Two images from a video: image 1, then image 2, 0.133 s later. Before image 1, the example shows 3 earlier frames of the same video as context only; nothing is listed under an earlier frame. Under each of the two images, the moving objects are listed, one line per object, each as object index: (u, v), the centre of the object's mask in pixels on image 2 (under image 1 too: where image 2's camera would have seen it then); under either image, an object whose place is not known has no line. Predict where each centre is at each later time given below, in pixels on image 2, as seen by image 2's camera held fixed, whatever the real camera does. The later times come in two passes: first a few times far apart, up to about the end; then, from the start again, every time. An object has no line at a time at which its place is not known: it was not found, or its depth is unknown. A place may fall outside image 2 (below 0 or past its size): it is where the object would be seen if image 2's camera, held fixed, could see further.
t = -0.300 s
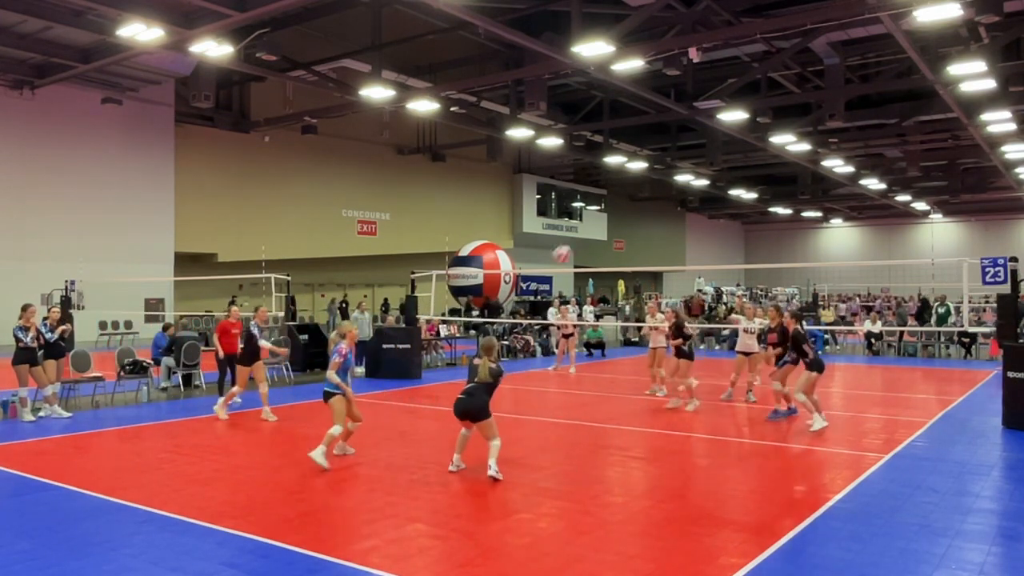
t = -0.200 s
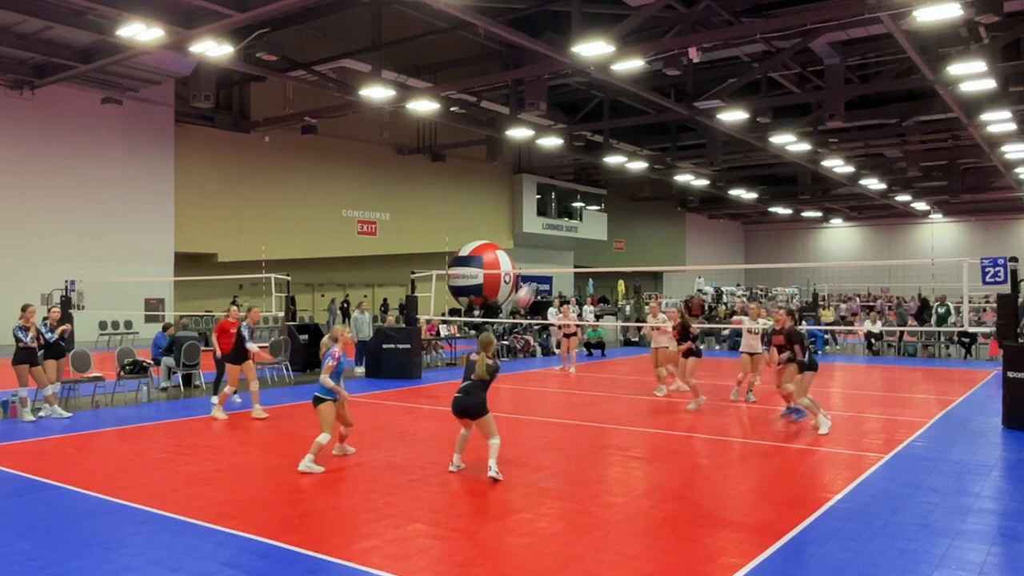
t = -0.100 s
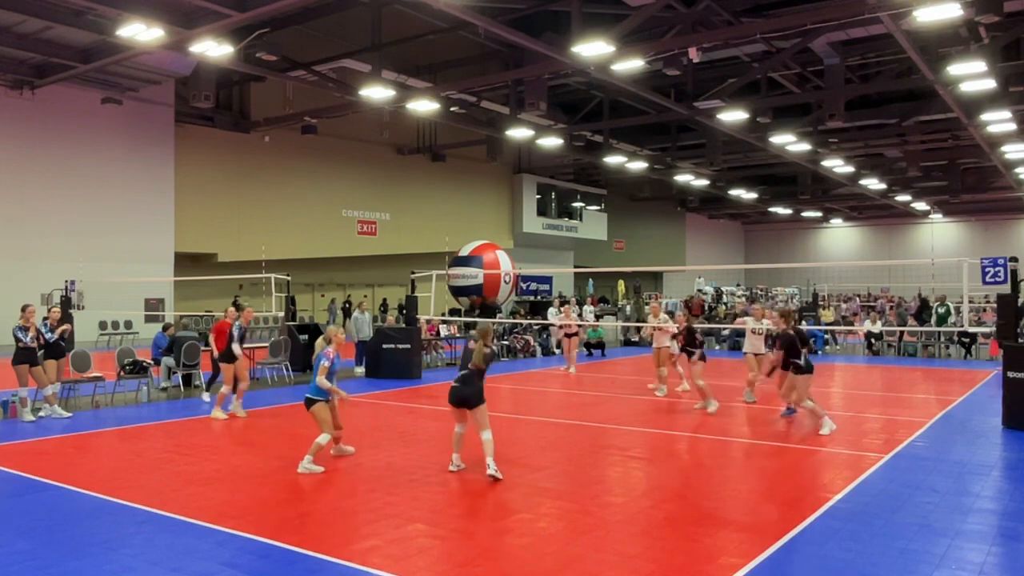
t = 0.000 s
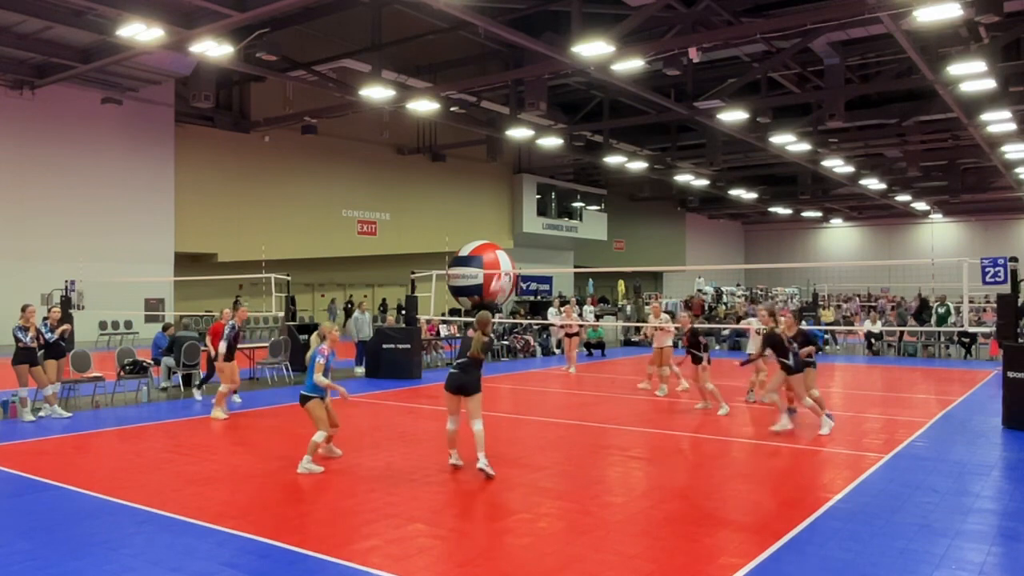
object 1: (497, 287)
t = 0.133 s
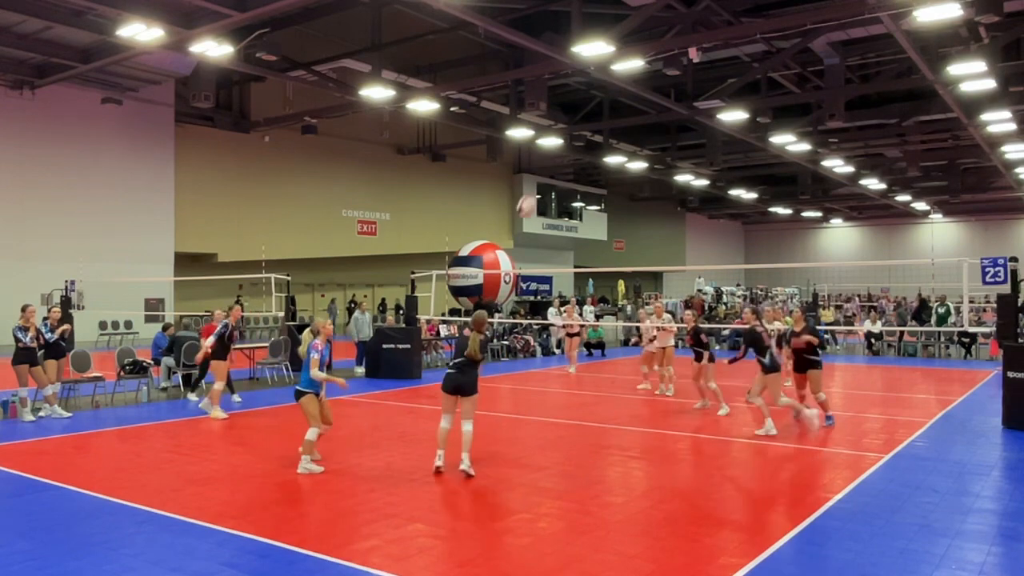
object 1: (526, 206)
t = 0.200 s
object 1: (539, 175)
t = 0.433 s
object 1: (578, 103)
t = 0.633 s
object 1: (606, 79)
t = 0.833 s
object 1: (632, 87)
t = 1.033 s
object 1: (654, 121)
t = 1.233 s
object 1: (674, 178)
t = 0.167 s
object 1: (533, 190)
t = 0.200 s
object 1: (539, 175)
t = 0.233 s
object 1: (545, 162)
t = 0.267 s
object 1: (551, 152)
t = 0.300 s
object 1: (558, 136)
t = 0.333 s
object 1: (562, 127)
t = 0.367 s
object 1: (567, 118)
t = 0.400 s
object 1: (573, 110)
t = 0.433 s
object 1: (578, 103)
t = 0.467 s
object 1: (583, 97)
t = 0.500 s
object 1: (588, 92)
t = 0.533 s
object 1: (593, 87)
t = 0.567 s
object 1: (597, 84)
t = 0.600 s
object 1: (601, 81)
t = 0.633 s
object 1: (606, 79)
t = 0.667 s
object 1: (611, 79)
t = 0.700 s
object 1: (615, 79)
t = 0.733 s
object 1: (619, 80)
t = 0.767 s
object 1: (624, 81)
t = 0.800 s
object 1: (628, 84)
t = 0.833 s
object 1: (632, 87)
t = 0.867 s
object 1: (635, 91)
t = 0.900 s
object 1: (639, 95)
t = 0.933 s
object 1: (643, 101)
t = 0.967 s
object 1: (647, 107)
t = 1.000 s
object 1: (650, 113)
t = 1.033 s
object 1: (654, 121)
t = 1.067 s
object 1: (658, 129)
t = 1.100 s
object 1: (662, 138)
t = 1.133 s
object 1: (665, 147)
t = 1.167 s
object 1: (668, 157)
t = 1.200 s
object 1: (671, 166)
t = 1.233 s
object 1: (674, 178)
